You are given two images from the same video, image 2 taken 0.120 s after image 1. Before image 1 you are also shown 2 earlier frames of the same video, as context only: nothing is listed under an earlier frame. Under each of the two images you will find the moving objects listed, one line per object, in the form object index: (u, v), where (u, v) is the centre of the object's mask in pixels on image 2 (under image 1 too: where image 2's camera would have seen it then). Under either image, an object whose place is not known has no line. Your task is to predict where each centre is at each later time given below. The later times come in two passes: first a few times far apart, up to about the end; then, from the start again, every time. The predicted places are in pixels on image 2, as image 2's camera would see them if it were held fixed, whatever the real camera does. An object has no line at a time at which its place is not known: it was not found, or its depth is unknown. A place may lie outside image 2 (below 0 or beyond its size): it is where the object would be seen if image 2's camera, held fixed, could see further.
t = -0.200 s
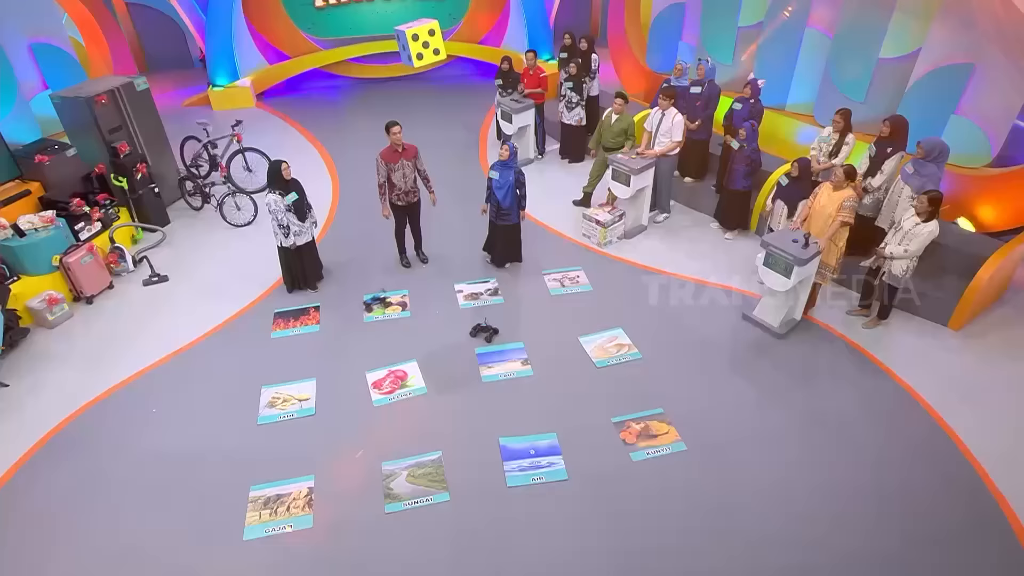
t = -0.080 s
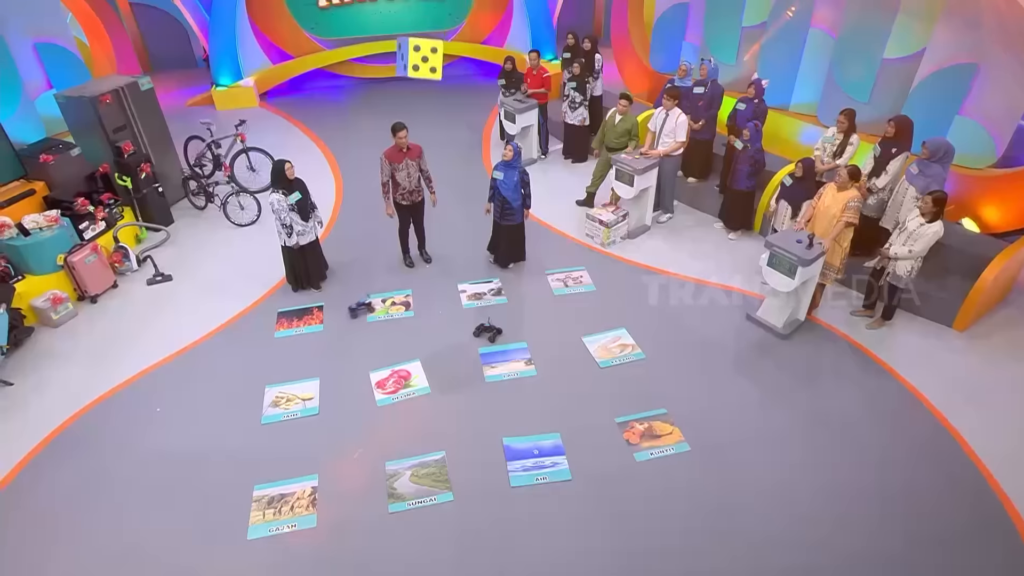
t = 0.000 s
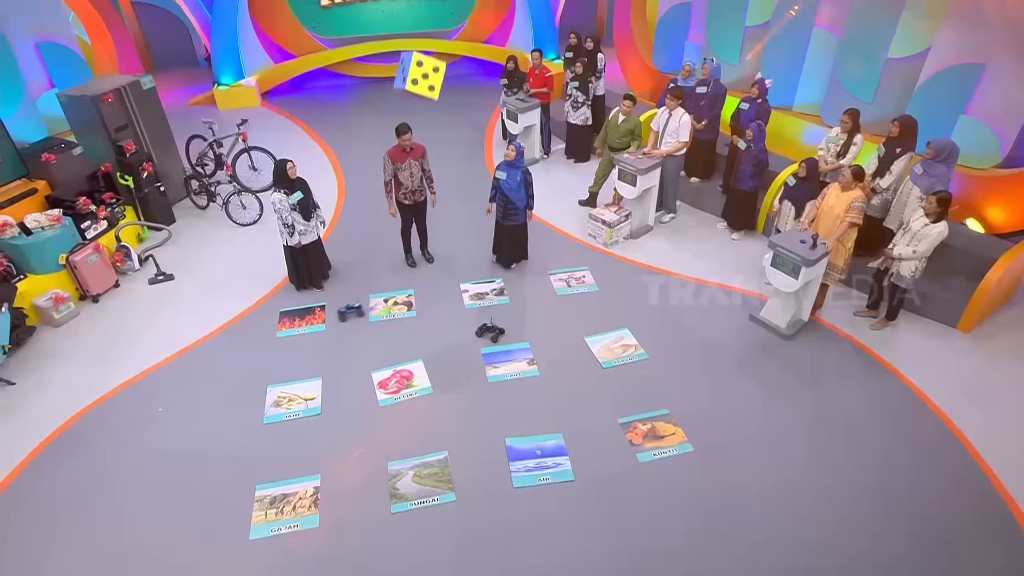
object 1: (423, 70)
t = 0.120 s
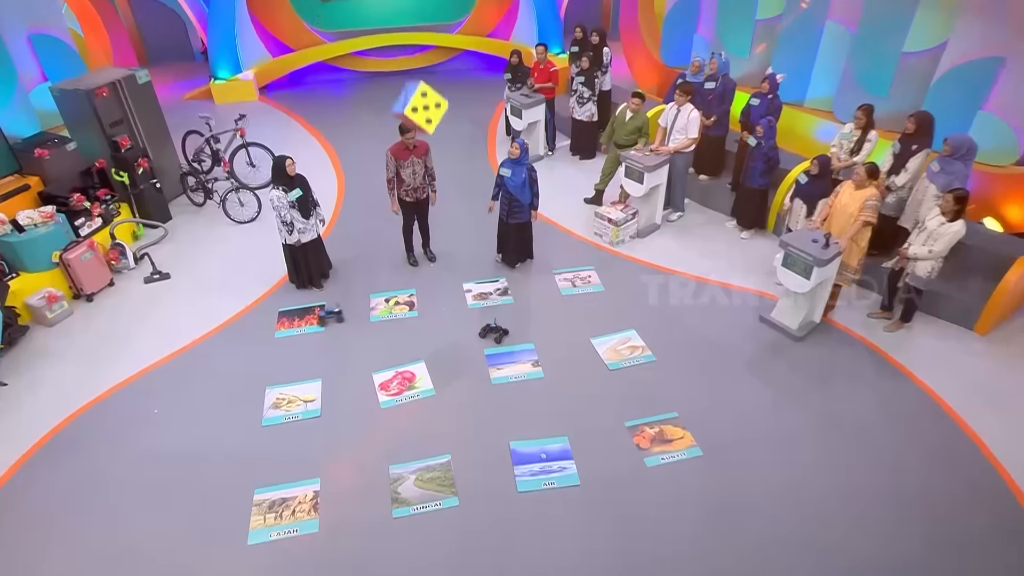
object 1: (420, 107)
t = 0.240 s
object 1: (419, 154)
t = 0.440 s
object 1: (419, 243)
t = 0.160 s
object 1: (420, 123)
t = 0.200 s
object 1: (417, 138)
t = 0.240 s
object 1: (419, 154)
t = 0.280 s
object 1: (418, 171)
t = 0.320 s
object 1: (418, 189)
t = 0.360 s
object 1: (418, 207)
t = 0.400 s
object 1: (418, 224)
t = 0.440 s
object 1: (419, 243)
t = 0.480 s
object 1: (420, 262)
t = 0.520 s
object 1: (421, 280)
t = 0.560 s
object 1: (423, 299)
